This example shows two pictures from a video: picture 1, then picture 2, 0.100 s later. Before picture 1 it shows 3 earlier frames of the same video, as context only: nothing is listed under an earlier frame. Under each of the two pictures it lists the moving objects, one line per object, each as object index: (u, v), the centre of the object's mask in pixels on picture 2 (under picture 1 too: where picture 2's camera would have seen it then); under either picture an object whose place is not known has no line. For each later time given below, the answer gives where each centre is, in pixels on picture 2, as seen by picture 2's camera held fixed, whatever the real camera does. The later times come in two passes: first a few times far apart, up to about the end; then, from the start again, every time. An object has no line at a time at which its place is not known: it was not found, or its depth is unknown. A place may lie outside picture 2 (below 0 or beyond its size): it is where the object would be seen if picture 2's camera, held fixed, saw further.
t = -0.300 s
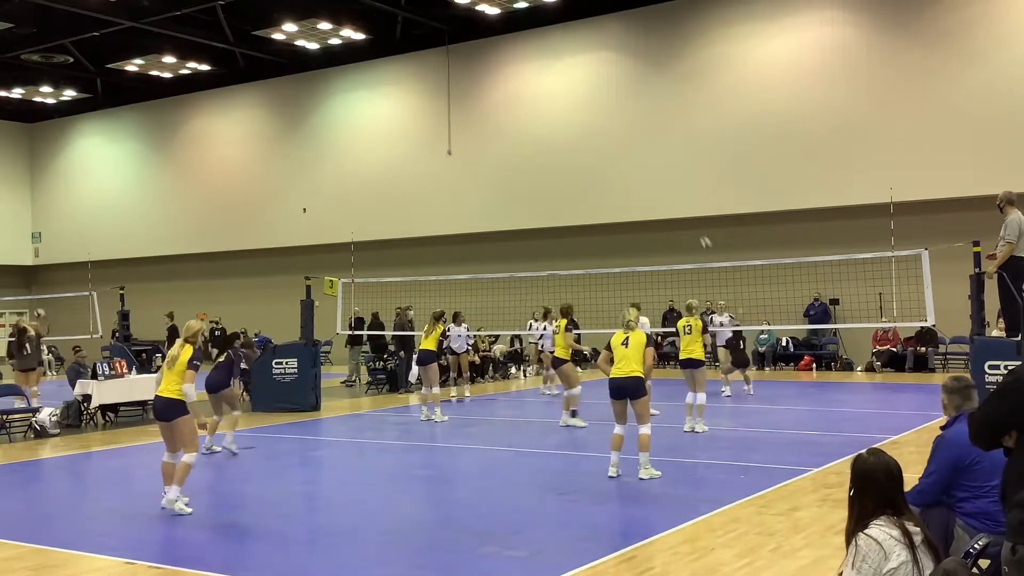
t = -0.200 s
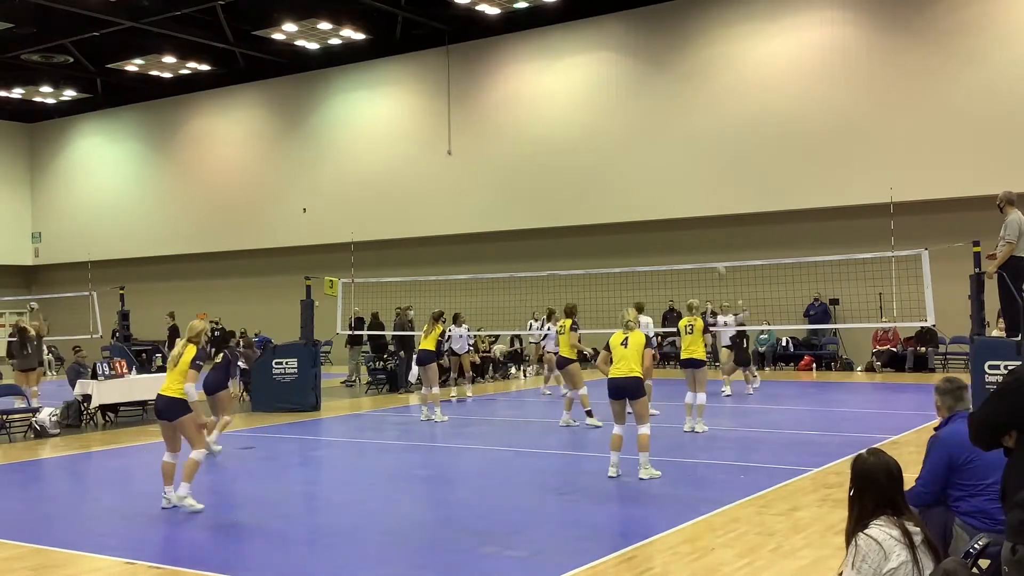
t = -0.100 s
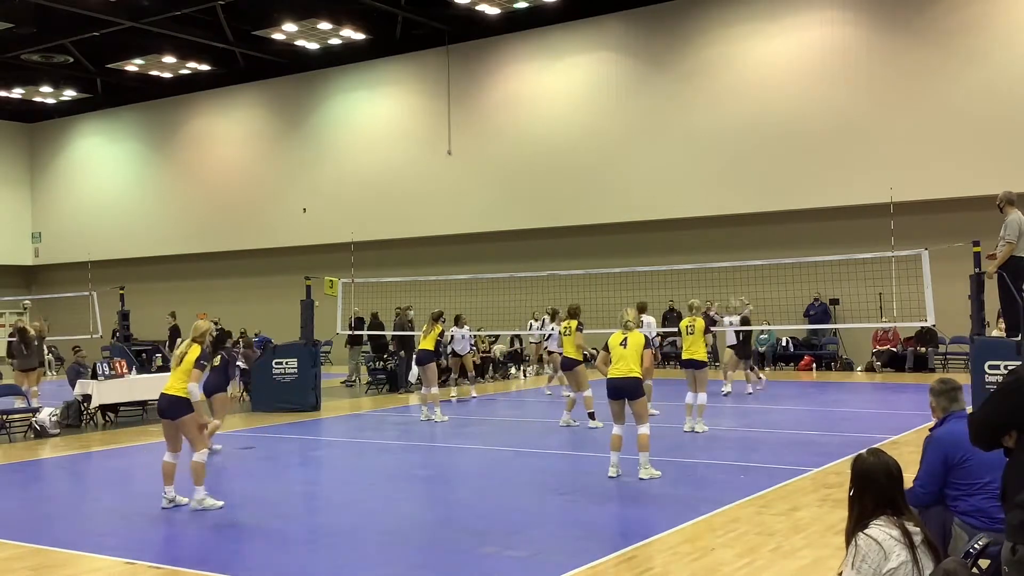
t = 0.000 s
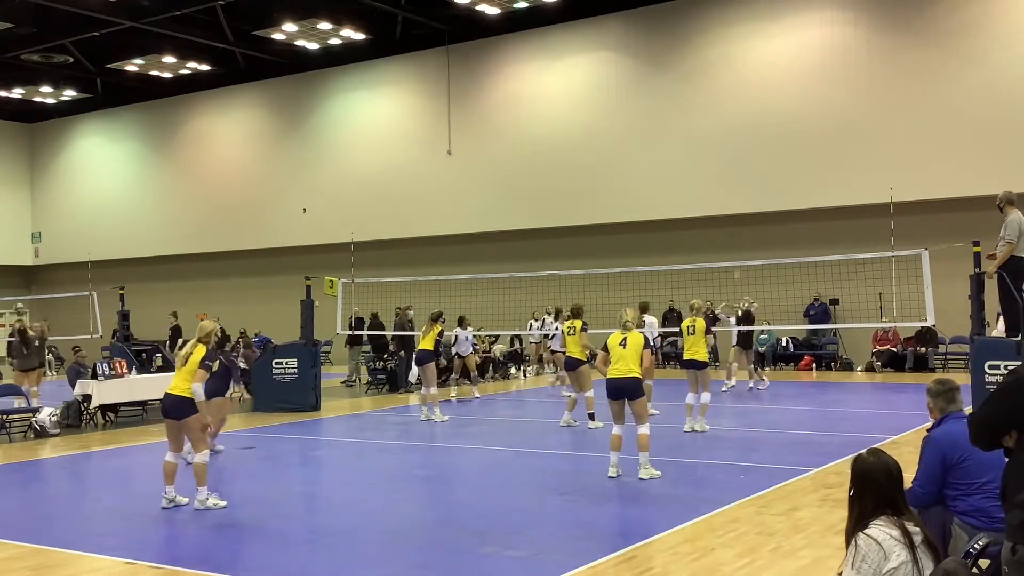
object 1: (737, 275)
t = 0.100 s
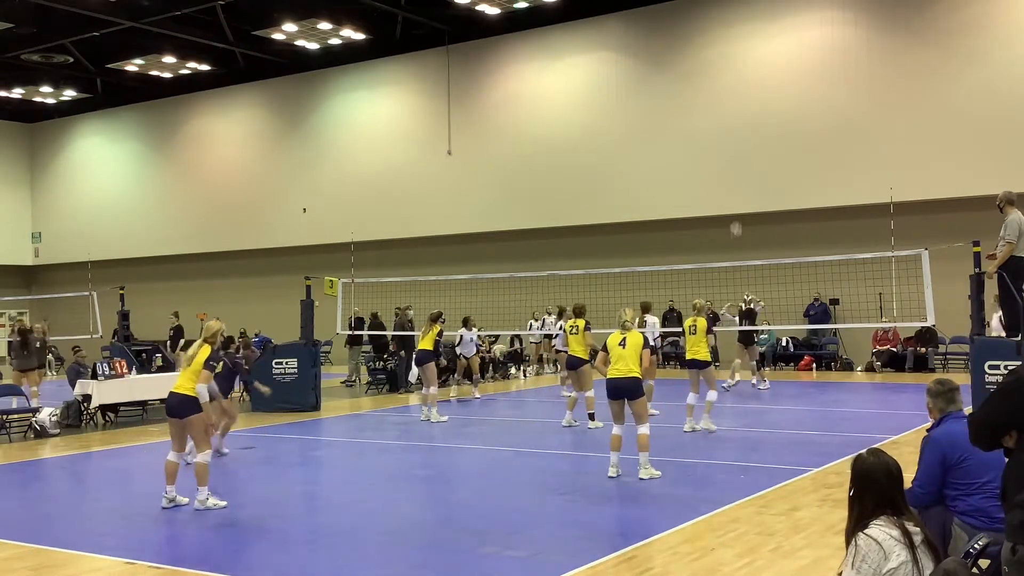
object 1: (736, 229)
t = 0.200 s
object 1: (734, 191)
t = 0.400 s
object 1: (731, 122)
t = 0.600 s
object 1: (727, 73)
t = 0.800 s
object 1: (724, 47)
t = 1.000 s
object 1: (720, 43)
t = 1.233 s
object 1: (717, 75)
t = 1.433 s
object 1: (715, 133)
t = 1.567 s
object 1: (714, 191)
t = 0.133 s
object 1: (735, 218)
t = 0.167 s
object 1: (734, 205)
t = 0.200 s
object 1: (734, 191)
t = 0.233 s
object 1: (733, 179)
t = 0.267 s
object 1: (733, 166)
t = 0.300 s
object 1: (732, 154)
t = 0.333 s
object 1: (732, 143)
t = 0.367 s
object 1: (731, 132)
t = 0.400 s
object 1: (731, 122)
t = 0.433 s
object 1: (730, 112)
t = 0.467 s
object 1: (730, 103)
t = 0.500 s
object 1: (729, 95)
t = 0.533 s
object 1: (729, 87)
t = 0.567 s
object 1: (728, 80)
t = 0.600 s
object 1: (727, 73)
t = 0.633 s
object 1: (726, 67)
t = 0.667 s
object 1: (726, 62)
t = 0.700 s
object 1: (725, 57)
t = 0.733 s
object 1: (725, 53)
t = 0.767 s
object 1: (724, 49)
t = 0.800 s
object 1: (724, 47)
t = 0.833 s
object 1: (723, 44)
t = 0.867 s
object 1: (722, 43)
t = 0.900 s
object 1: (722, 42)
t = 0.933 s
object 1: (721, 42)
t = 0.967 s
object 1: (721, 42)
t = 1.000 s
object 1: (720, 43)
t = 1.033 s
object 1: (720, 46)
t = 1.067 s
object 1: (720, 49)
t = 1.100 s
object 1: (719, 52)
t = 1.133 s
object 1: (718, 57)
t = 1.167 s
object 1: (718, 62)
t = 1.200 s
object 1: (717, 68)
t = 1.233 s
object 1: (717, 75)
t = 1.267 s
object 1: (717, 82)
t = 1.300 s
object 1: (716, 91)
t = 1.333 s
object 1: (716, 100)
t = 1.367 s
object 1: (716, 110)
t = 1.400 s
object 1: (715, 121)
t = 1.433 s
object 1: (715, 133)
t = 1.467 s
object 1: (715, 146)
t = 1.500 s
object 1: (714, 160)
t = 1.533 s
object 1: (714, 175)
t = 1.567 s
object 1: (714, 191)
